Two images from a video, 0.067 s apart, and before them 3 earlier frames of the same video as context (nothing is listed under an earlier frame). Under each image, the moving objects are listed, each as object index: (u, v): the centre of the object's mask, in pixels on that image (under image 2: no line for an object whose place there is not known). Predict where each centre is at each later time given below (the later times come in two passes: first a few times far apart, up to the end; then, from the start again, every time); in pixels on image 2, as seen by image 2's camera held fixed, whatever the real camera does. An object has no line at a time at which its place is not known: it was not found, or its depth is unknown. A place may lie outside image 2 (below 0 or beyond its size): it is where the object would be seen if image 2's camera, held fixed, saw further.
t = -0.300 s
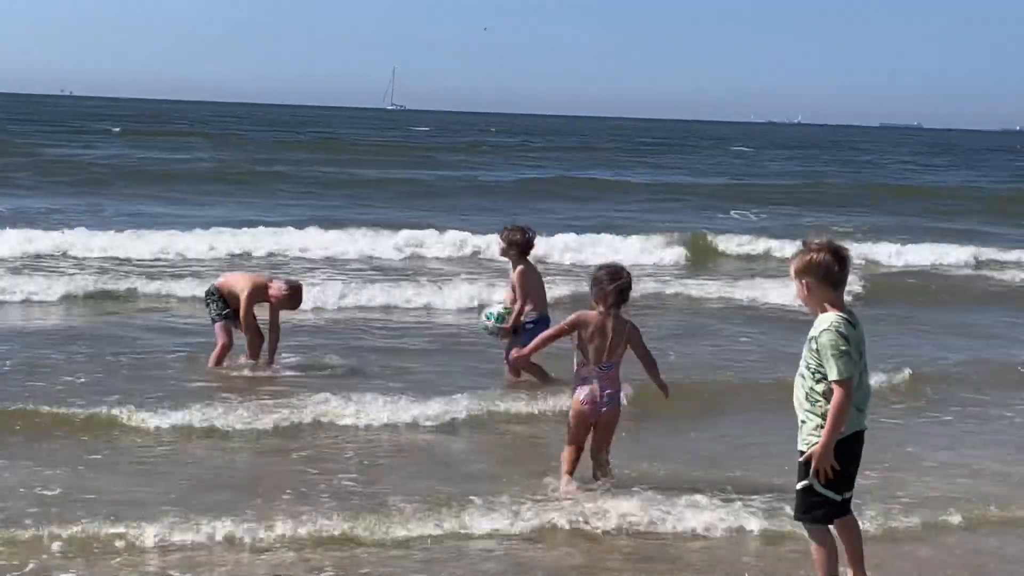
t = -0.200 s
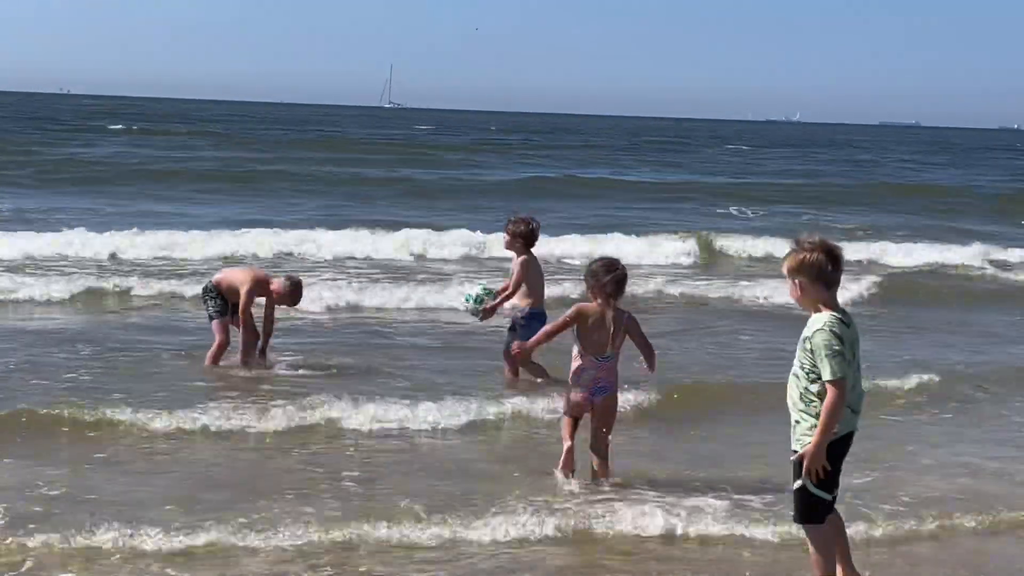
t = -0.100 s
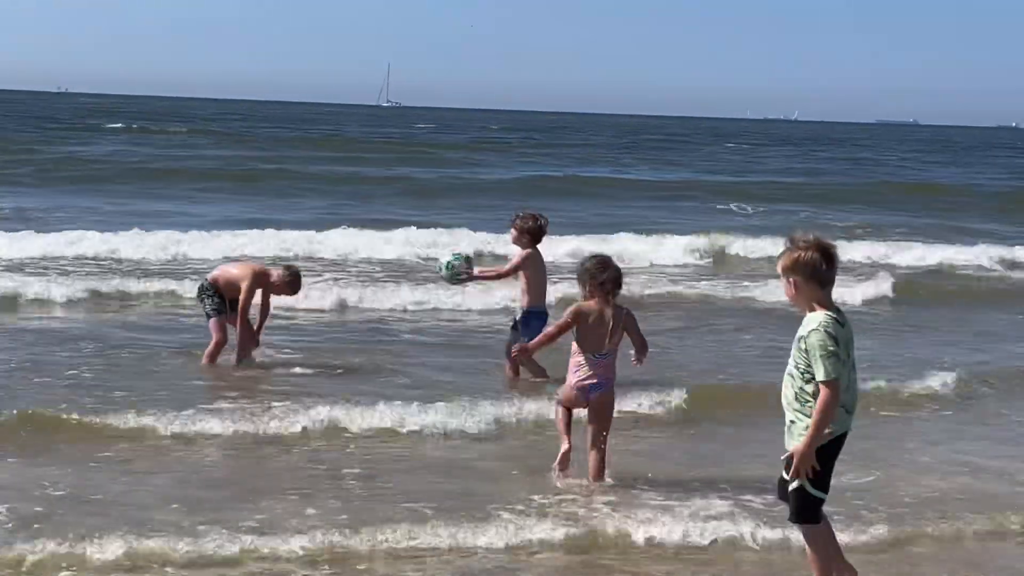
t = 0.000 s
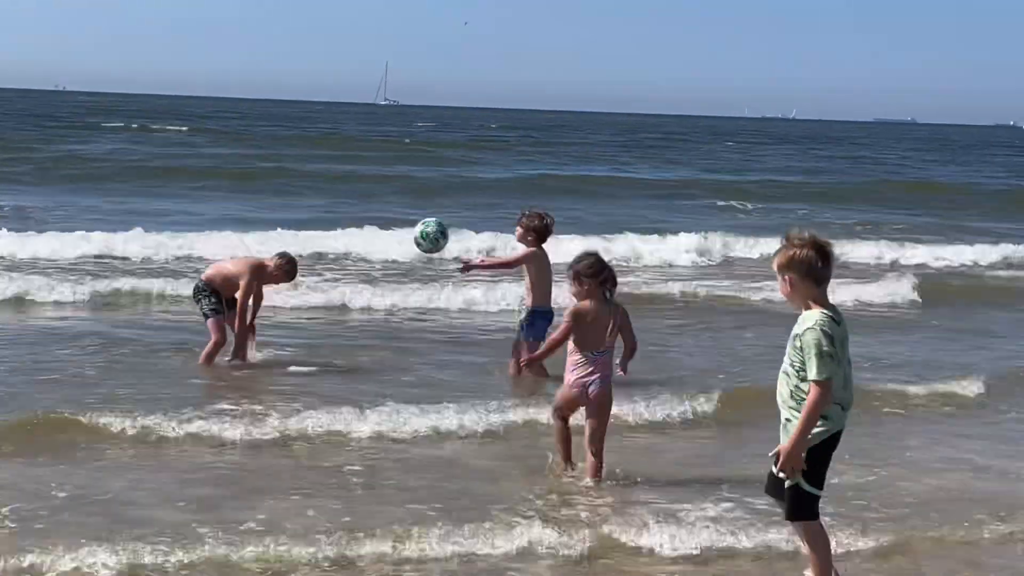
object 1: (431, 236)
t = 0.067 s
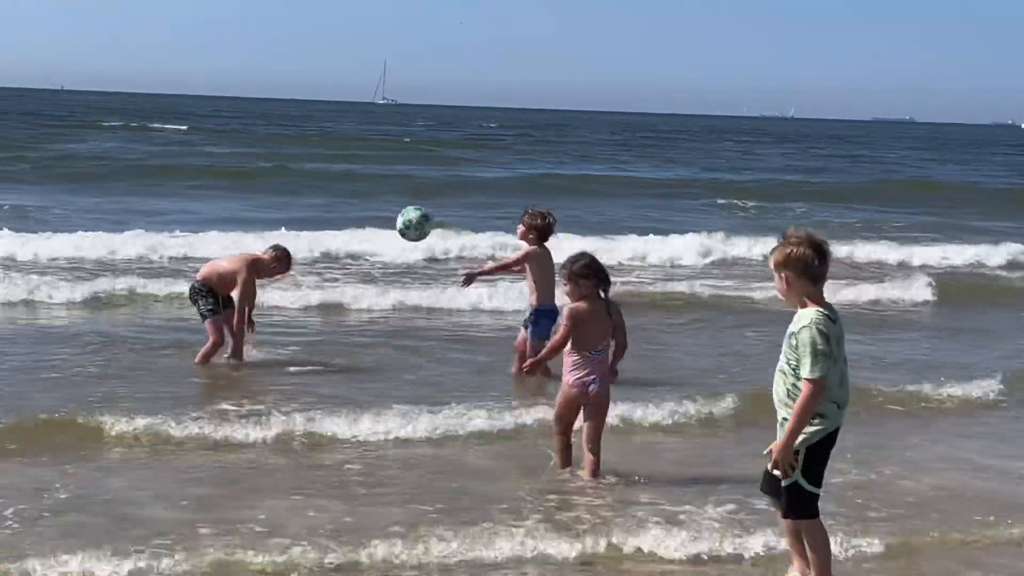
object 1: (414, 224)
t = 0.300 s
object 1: (359, 242)
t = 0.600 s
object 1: (304, 353)
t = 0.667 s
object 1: (299, 355)
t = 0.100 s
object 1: (406, 221)
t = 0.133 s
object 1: (398, 220)
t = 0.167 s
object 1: (390, 221)
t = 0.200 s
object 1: (381, 224)
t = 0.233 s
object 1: (374, 228)
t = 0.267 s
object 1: (366, 234)
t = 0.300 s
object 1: (359, 242)
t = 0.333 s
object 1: (353, 253)
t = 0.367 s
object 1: (345, 265)
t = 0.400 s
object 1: (337, 276)
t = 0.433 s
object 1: (330, 291)
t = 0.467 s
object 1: (323, 308)
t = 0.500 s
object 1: (315, 325)
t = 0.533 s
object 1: (307, 344)
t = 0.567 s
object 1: (305, 349)
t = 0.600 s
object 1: (304, 353)
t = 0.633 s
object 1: (300, 355)
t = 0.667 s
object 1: (299, 355)
